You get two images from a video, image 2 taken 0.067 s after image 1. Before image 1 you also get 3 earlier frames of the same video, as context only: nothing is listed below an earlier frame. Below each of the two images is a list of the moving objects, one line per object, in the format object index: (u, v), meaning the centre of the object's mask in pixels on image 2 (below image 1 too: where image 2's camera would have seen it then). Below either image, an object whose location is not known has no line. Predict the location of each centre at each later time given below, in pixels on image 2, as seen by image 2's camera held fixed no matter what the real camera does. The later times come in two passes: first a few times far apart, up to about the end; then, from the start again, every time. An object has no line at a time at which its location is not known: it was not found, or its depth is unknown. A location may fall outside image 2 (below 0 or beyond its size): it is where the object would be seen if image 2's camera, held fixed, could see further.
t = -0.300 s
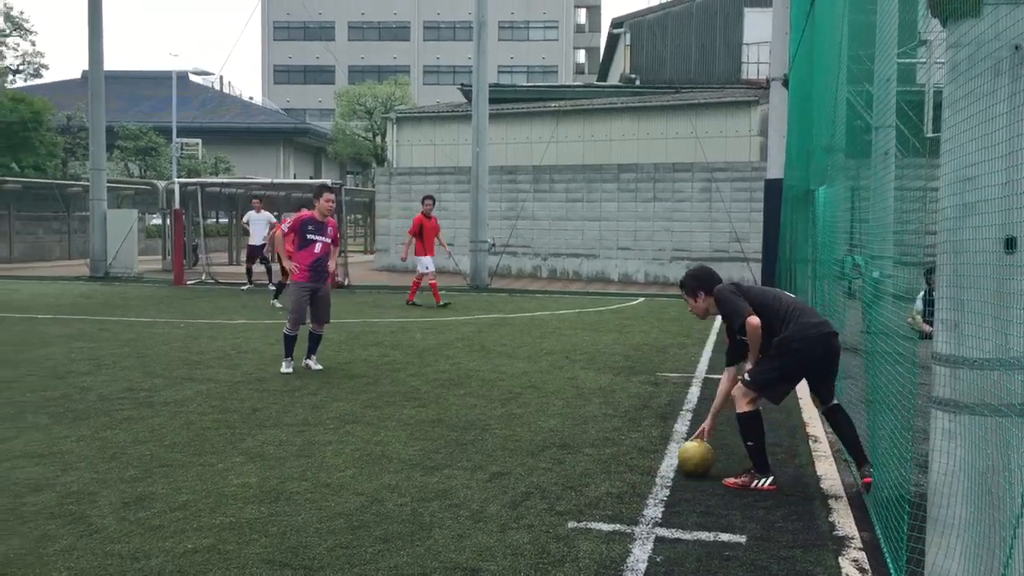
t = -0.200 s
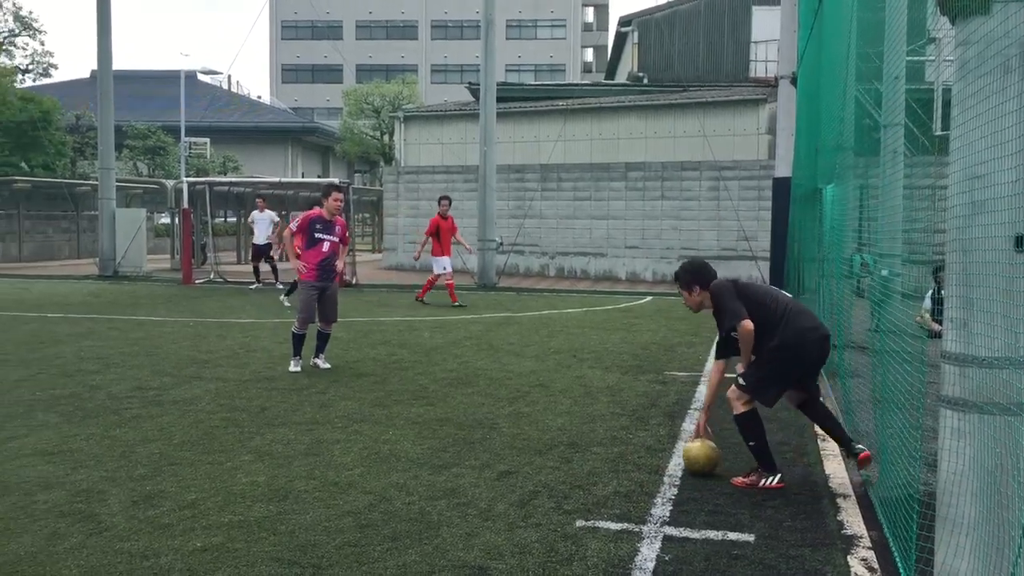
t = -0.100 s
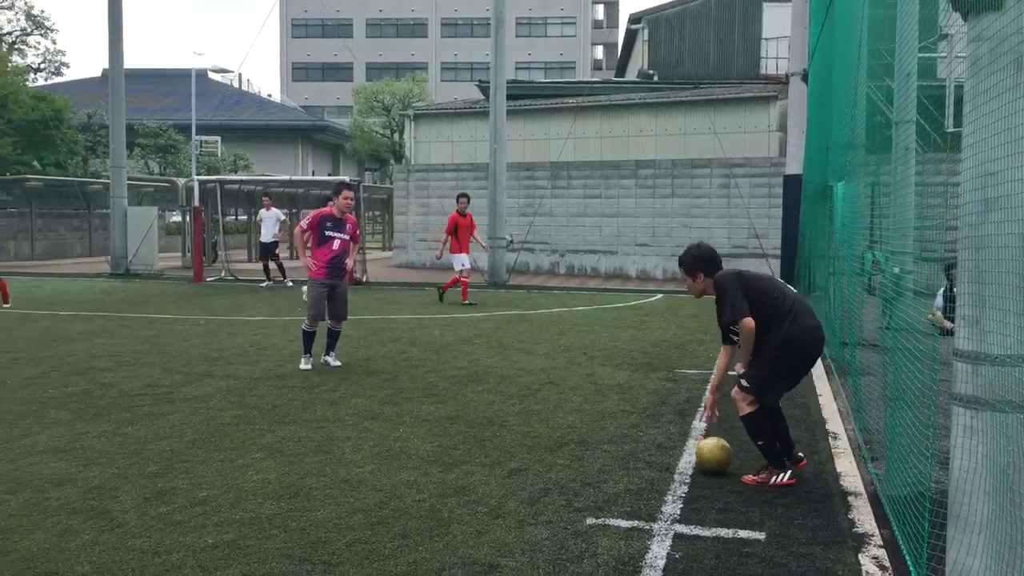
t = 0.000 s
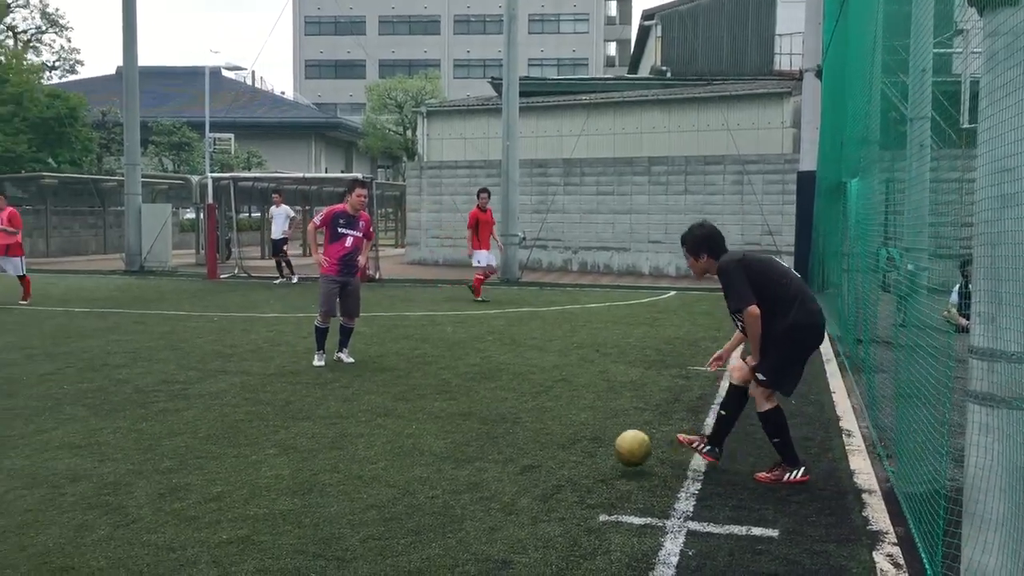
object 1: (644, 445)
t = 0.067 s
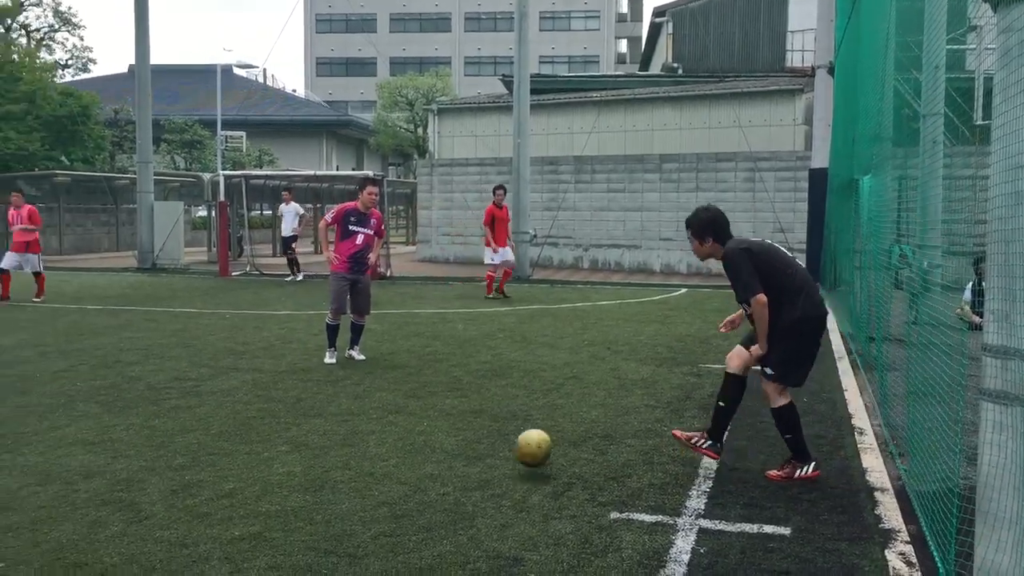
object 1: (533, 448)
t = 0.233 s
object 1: (261, 462)
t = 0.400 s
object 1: (1, 478)
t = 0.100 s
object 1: (476, 452)
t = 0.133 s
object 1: (418, 459)
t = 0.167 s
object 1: (365, 461)
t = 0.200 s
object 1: (313, 460)
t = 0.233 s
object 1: (261, 462)
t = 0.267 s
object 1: (208, 466)
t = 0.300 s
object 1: (154, 472)
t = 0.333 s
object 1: (103, 472)
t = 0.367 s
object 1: (53, 474)
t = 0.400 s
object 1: (1, 478)
